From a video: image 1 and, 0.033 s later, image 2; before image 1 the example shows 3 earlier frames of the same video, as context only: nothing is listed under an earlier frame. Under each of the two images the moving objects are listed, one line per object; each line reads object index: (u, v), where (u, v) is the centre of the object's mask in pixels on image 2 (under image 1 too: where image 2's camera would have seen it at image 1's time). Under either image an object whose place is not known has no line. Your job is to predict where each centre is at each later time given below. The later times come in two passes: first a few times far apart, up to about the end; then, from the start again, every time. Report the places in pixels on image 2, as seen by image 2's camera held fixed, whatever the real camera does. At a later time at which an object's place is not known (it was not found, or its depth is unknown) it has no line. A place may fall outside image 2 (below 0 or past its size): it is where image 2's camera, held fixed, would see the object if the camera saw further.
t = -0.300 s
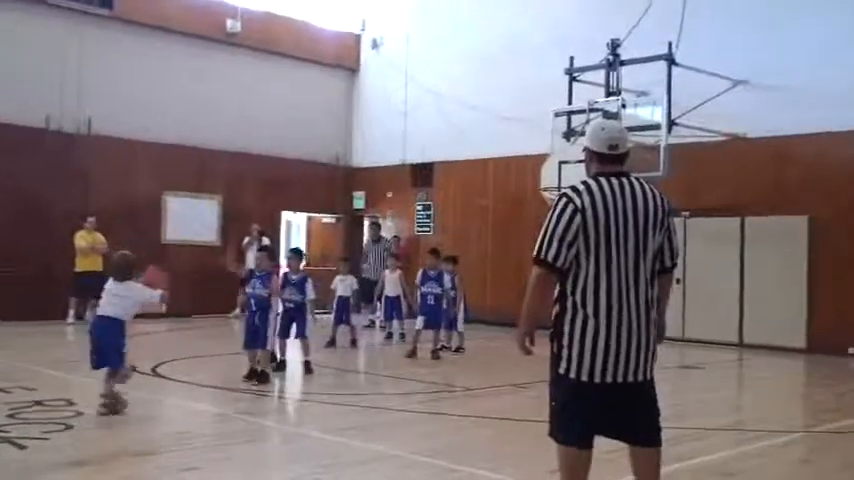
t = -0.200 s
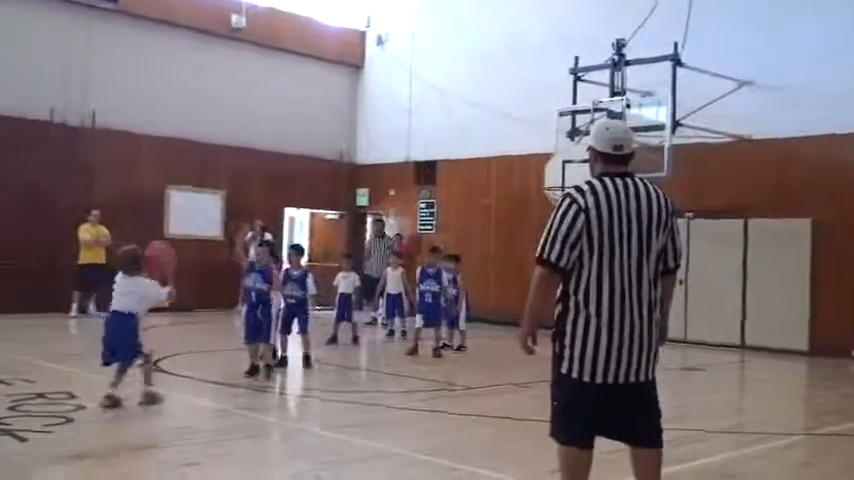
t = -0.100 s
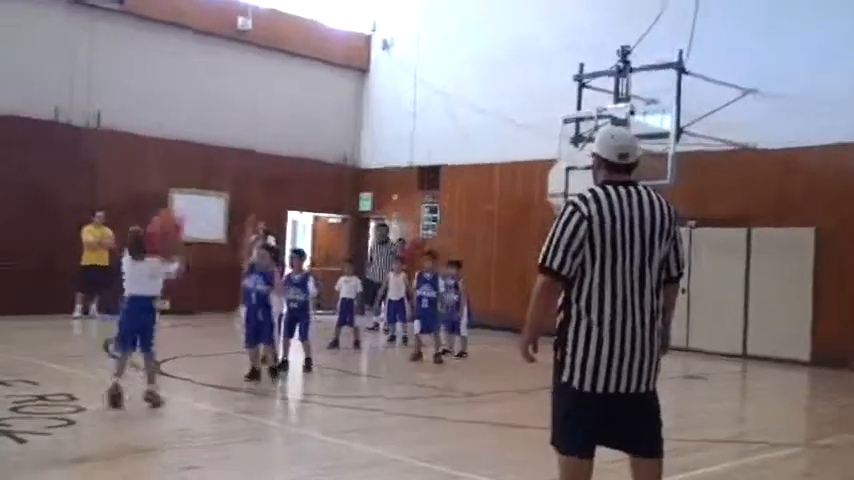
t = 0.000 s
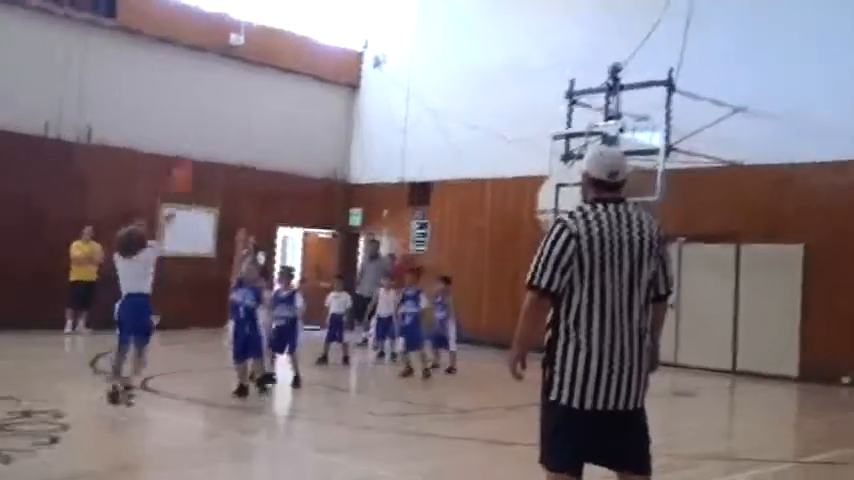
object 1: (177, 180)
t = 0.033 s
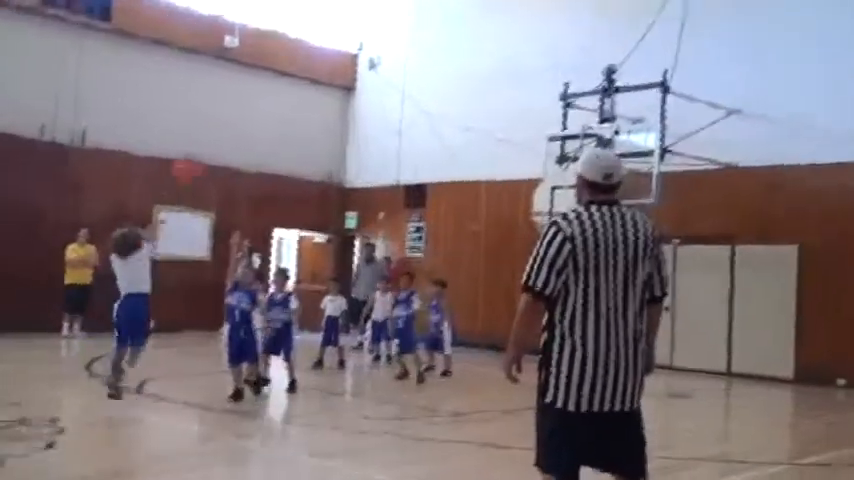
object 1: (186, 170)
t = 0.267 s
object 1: (247, 101)
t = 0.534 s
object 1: (292, 105)
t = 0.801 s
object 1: (321, 168)
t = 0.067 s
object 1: (199, 154)
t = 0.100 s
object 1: (208, 140)
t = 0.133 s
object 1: (216, 129)
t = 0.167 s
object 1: (225, 120)
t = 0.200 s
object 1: (233, 113)
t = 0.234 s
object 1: (239, 106)
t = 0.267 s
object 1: (247, 101)
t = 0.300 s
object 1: (254, 98)
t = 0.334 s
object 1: (260, 96)
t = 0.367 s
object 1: (266, 94)
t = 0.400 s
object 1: (272, 95)
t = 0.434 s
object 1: (277, 95)
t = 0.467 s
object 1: (282, 97)
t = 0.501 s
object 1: (287, 101)
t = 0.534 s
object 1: (292, 105)
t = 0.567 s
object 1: (296, 110)
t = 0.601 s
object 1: (300, 115)
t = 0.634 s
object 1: (303, 122)
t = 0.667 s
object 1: (307, 131)
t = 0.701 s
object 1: (312, 138)
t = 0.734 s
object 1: (315, 147)
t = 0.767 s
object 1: (317, 157)
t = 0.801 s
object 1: (321, 168)
